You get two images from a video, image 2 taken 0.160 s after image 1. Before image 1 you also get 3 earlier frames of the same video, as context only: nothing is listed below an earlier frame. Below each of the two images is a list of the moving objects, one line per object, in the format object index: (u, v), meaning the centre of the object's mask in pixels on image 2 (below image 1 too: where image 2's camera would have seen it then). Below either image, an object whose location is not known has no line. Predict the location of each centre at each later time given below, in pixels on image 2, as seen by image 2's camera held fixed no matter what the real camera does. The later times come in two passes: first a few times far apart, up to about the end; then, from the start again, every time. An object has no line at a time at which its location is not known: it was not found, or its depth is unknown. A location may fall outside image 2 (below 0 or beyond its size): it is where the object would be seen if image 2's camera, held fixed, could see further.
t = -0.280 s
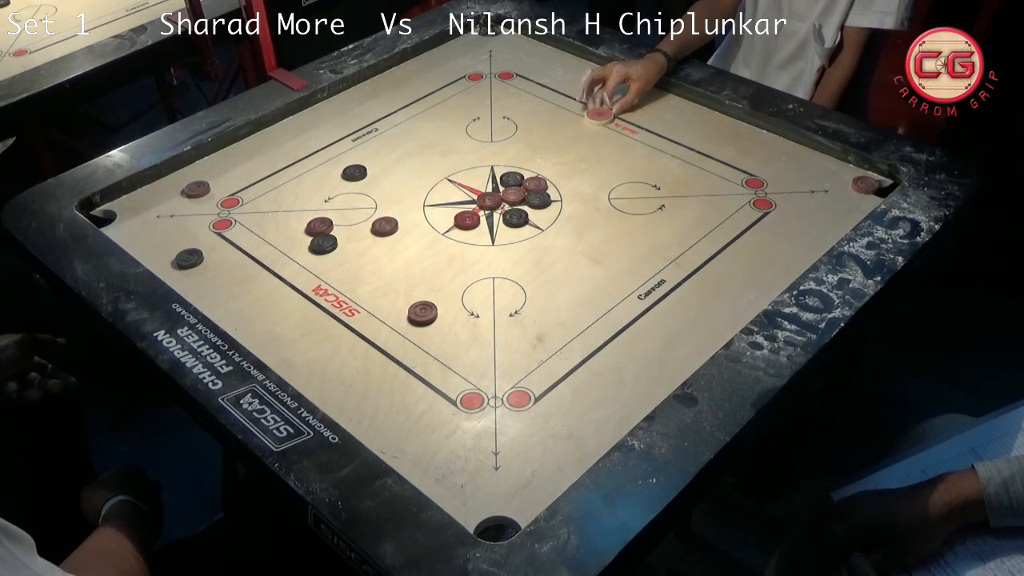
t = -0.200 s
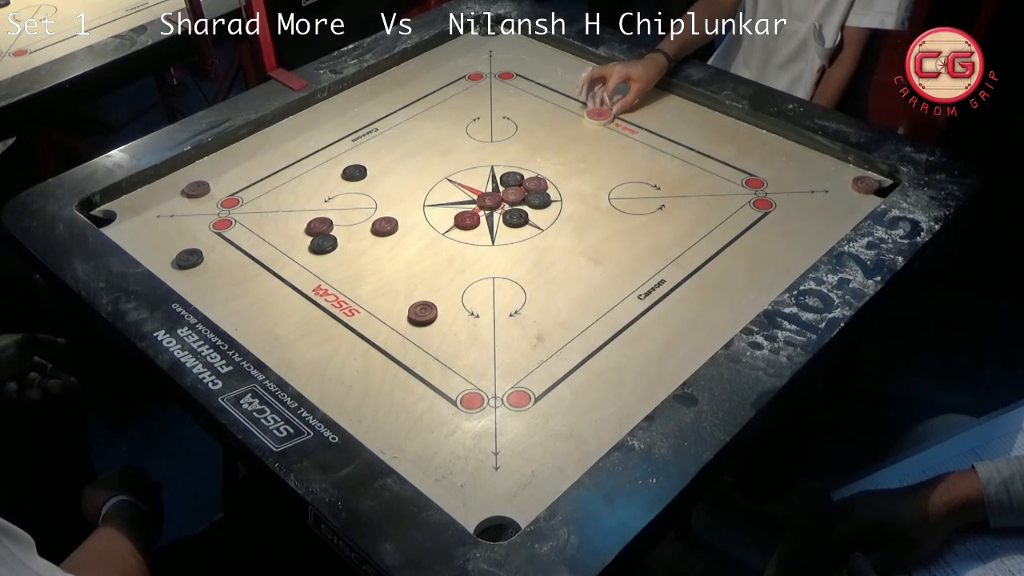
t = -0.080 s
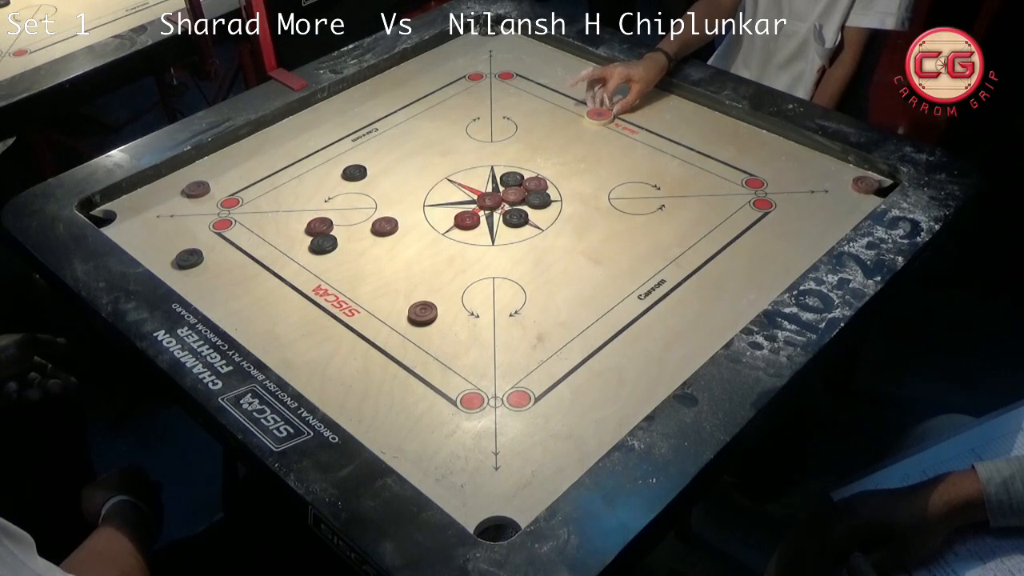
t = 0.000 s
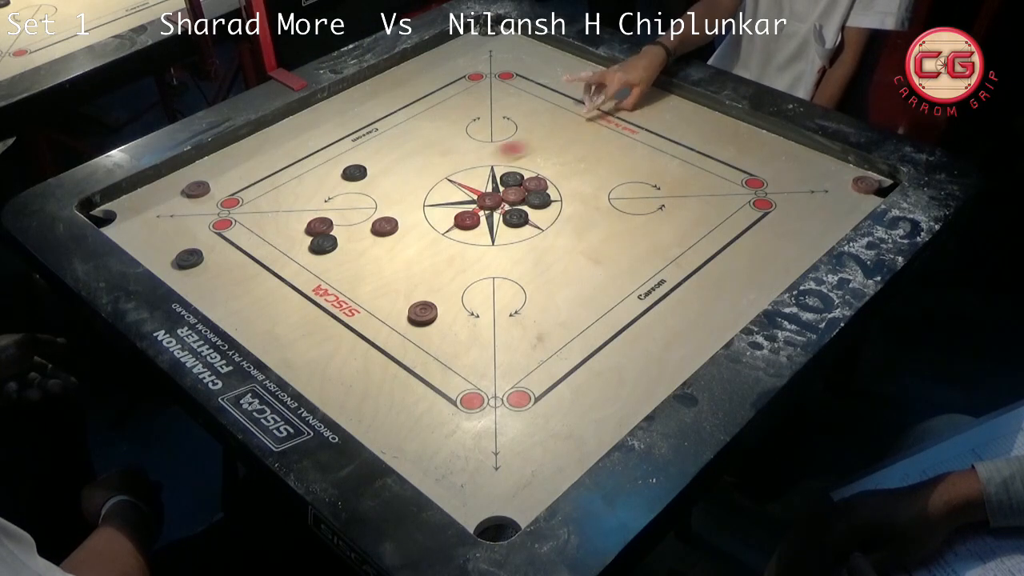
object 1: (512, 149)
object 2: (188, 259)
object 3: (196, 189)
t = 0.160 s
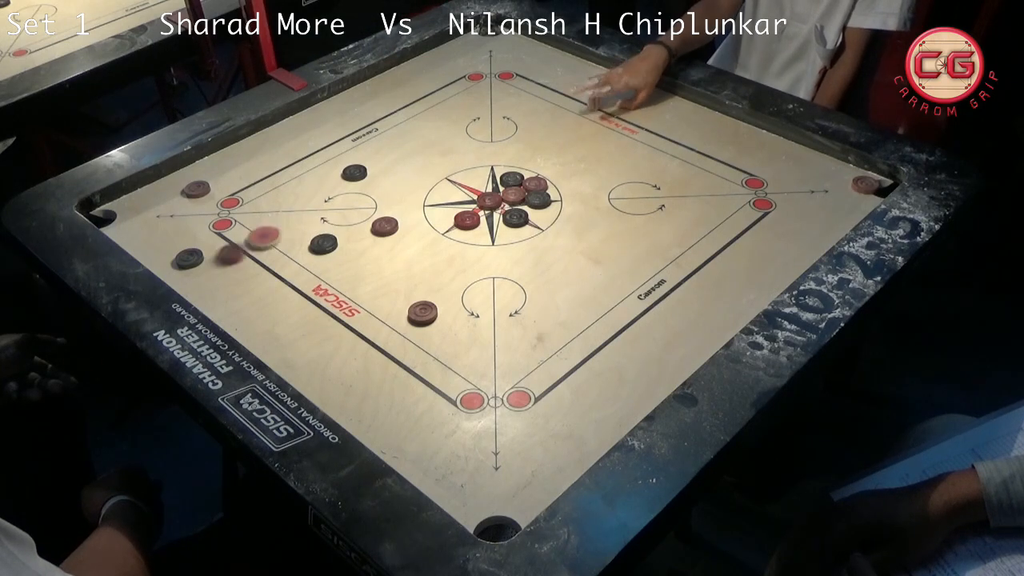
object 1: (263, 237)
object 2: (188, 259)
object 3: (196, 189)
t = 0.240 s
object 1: (286, 206)
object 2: (142, 246)
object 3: (196, 189)
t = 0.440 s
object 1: (329, 148)
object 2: (163, 186)
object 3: (196, 189)
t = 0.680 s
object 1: (360, 106)
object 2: (175, 186)
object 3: (223, 190)
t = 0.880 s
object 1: (373, 90)
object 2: (175, 186)
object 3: (223, 190)
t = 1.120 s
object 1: (377, 88)
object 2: (175, 186)
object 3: (223, 190)
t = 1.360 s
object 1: (377, 88)
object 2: (175, 186)
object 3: (223, 190)
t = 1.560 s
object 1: (377, 88)
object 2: (175, 186)
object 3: (223, 190)
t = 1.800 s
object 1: (377, 88)
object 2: (175, 186)
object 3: (223, 190)
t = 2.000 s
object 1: (377, 88)
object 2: (175, 186)
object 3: (223, 190)
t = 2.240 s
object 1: (377, 88)
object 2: (175, 186)
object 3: (223, 190)
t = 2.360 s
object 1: (377, 88)
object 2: (175, 186)
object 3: (223, 190)
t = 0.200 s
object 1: (274, 222)
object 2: (158, 257)
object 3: (196, 189)
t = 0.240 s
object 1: (286, 206)
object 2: (142, 246)
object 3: (196, 189)
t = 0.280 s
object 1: (296, 192)
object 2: (145, 230)
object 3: (196, 189)
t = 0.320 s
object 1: (306, 179)
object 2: (148, 216)
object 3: (196, 189)
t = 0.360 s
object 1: (315, 168)
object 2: (151, 202)
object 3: (196, 189)
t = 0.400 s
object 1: (322, 158)
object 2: (155, 190)
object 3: (196, 189)
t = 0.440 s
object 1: (329, 148)
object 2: (163, 186)
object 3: (196, 189)
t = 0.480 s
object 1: (336, 139)
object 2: (173, 186)
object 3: (197, 189)
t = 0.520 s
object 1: (342, 131)
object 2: (175, 186)
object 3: (206, 190)
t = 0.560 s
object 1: (347, 124)
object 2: (175, 186)
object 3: (213, 190)
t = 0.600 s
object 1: (352, 117)
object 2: (175, 186)
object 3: (218, 190)
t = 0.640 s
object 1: (357, 111)
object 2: (175, 186)
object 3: (222, 190)
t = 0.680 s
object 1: (360, 106)
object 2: (175, 186)
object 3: (223, 190)
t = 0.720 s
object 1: (364, 102)
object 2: (175, 186)
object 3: (223, 190)
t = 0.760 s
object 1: (367, 98)
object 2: (175, 186)
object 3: (223, 190)
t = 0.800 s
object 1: (369, 95)
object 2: (175, 186)
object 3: (223, 190)
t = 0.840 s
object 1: (371, 92)
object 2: (175, 186)
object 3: (223, 190)
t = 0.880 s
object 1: (373, 90)
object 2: (175, 186)
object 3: (223, 190)
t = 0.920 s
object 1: (375, 89)
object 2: (175, 186)
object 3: (223, 190)
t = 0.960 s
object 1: (376, 88)
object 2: (175, 186)
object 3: (223, 190)
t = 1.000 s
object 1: (377, 88)
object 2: (175, 186)
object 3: (223, 190)
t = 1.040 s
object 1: (377, 88)
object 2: (175, 186)
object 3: (223, 190)
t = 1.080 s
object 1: (377, 88)
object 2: (175, 186)
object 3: (223, 190)
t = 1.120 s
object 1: (377, 88)
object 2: (175, 186)
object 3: (223, 190)
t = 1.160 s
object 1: (377, 88)
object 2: (175, 186)
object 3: (223, 190)
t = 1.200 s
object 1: (377, 88)
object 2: (175, 186)
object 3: (223, 190)
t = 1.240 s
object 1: (377, 88)
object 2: (175, 186)
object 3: (223, 190)
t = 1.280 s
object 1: (377, 88)
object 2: (175, 186)
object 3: (223, 190)
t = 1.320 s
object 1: (377, 88)
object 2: (175, 186)
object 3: (223, 190)
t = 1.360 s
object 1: (377, 88)
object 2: (175, 186)
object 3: (223, 190)
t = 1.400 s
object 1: (377, 88)
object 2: (175, 186)
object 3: (223, 190)
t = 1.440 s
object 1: (377, 88)
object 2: (175, 186)
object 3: (223, 190)
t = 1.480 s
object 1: (377, 88)
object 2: (175, 186)
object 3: (223, 190)
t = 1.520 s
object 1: (377, 88)
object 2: (175, 186)
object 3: (223, 190)
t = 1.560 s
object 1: (377, 88)
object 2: (175, 186)
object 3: (223, 190)
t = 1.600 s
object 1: (377, 88)
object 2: (175, 186)
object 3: (223, 190)
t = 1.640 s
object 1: (377, 88)
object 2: (175, 186)
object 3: (223, 190)
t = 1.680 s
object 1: (377, 88)
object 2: (175, 186)
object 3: (223, 190)
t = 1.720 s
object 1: (377, 88)
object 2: (175, 186)
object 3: (223, 190)
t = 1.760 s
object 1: (377, 88)
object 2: (175, 186)
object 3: (223, 190)
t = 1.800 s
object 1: (377, 88)
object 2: (175, 186)
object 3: (223, 190)
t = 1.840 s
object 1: (377, 88)
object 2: (175, 186)
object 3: (223, 190)
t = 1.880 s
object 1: (377, 88)
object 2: (175, 186)
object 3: (223, 190)
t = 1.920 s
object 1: (377, 88)
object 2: (175, 186)
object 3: (223, 190)
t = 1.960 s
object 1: (377, 88)
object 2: (175, 186)
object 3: (223, 190)
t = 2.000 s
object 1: (377, 88)
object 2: (175, 186)
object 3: (223, 190)
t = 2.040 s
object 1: (377, 88)
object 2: (175, 186)
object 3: (223, 190)
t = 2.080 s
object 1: (377, 88)
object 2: (175, 186)
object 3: (223, 190)
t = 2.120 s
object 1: (377, 88)
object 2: (175, 186)
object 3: (223, 190)
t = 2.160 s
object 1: (377, 88)
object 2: (175, 186)
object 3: (223, 190)
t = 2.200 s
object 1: (377, 88)
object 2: (175, 186)
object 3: (223, 190)
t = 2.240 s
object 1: (377, 88)
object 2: (175, 186)
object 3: (223, 190)
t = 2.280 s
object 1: (377, 88)
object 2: (175, 186)
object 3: (223, 190)
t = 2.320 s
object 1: (377, 88)
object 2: (175, 186)
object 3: (223, 190)
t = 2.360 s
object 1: (377, 88)
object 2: (175, 186)
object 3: (223, 190)
